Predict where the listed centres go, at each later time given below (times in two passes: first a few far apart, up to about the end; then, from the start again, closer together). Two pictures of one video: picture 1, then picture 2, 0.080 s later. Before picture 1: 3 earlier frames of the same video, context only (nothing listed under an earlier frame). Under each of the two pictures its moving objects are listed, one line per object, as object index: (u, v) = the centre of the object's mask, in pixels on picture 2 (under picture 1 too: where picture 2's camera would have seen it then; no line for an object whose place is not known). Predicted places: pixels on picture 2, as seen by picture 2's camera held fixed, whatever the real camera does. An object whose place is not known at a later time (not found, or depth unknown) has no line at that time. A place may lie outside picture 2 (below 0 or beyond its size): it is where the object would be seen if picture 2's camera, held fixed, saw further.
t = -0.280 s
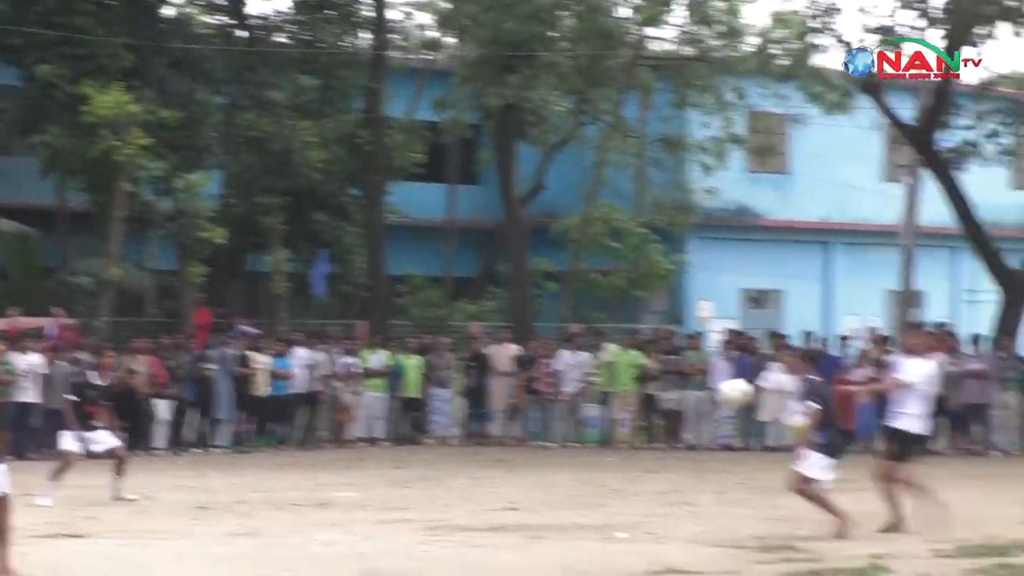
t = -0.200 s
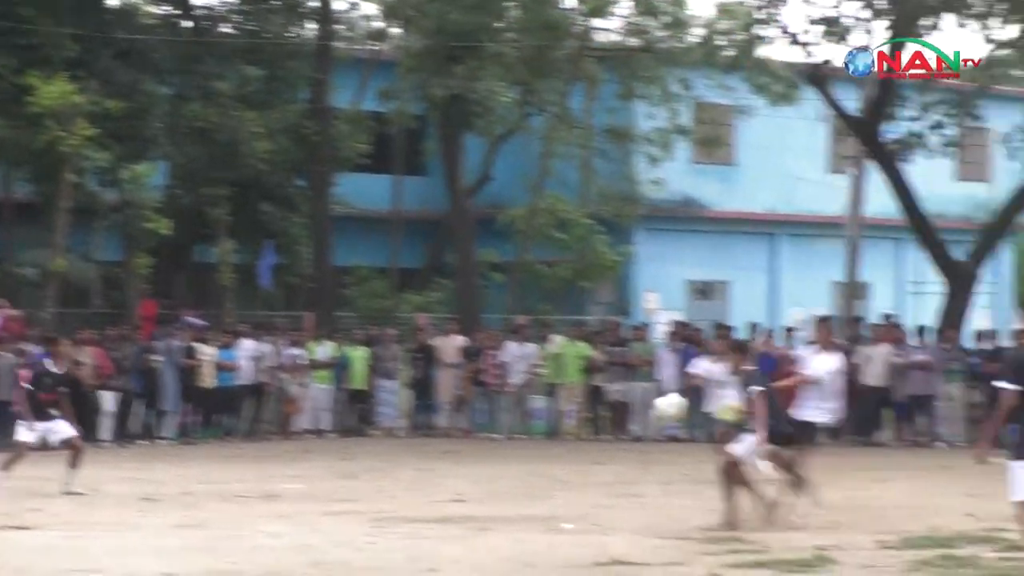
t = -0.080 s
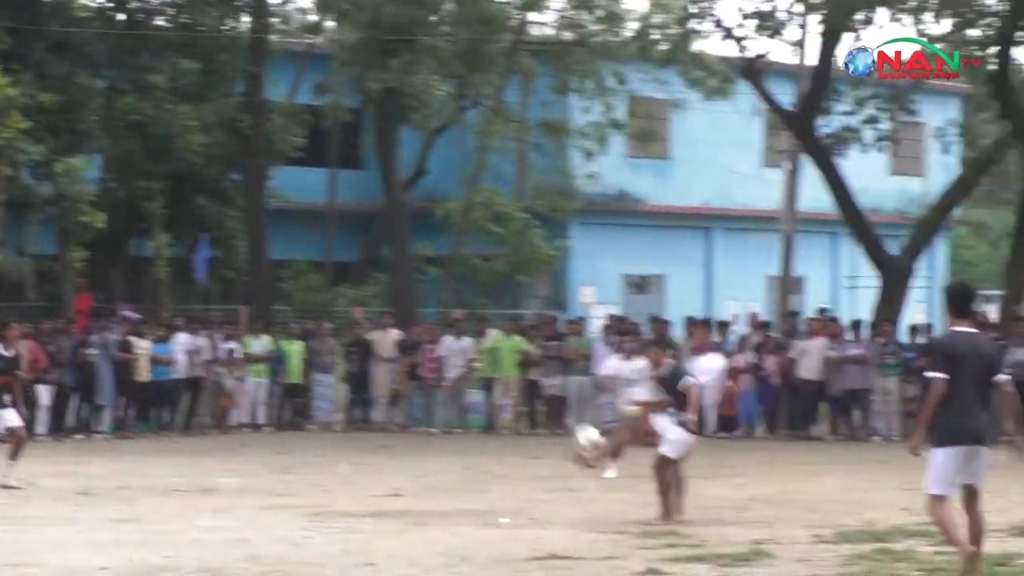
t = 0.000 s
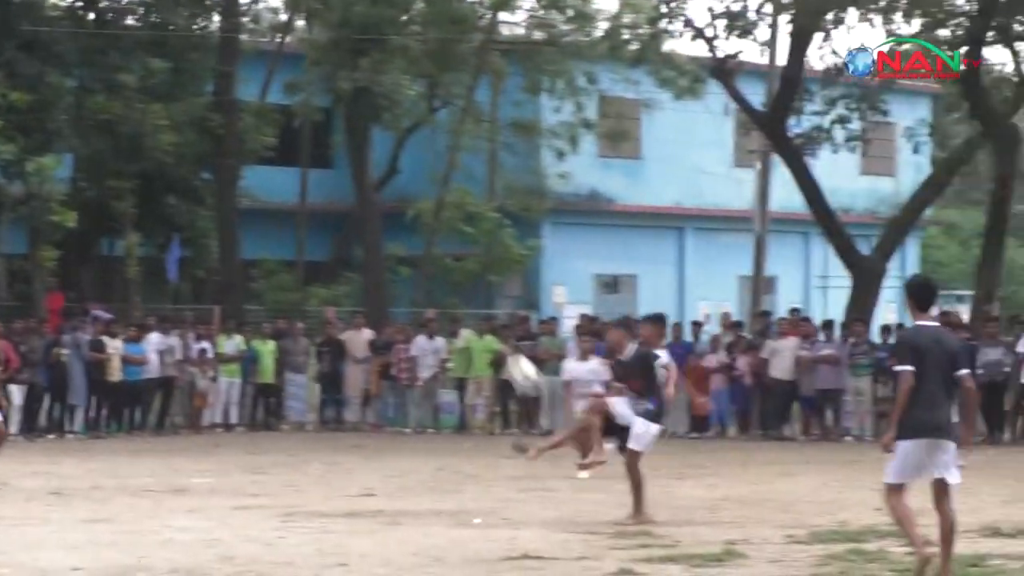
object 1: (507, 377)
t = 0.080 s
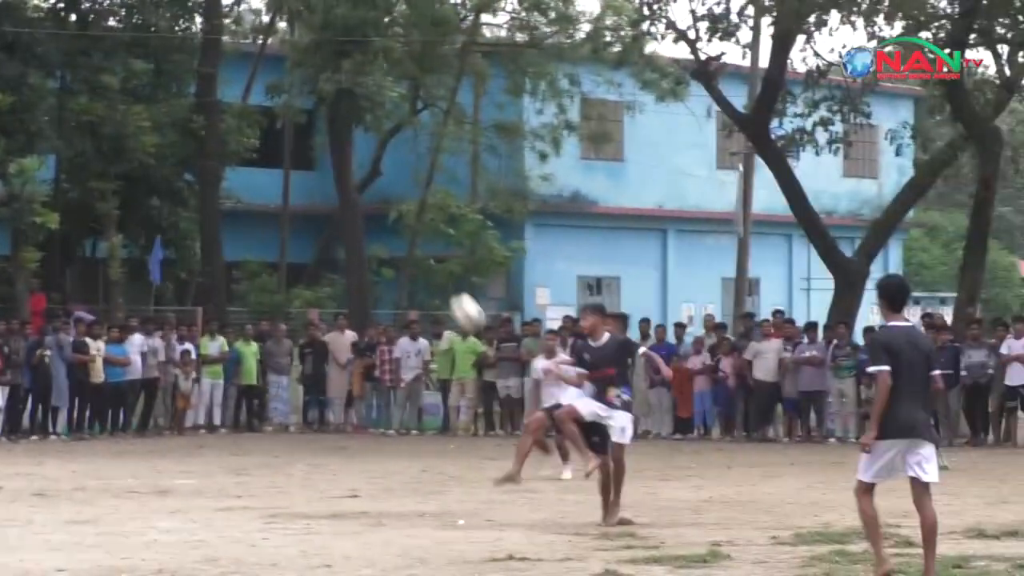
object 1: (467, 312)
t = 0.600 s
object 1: (221, 103)
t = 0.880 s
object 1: (92, 132)
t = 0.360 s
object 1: (333, 157)
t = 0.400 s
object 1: (314, 143)
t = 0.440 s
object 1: (295, 132)
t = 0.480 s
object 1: (277, 121)
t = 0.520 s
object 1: (259, 113)
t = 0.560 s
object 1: (240, 107)
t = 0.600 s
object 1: (221, 103)
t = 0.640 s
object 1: (203, 101)
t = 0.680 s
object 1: (183, 100)
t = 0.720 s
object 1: (166, 102)
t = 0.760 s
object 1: (145, 106)
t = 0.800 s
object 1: (127, 112)
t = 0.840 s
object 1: (109, 121)
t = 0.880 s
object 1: (92, 132)
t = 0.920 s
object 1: (75, 144)
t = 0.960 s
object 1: (57, 160)
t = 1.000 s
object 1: (40, 177)
